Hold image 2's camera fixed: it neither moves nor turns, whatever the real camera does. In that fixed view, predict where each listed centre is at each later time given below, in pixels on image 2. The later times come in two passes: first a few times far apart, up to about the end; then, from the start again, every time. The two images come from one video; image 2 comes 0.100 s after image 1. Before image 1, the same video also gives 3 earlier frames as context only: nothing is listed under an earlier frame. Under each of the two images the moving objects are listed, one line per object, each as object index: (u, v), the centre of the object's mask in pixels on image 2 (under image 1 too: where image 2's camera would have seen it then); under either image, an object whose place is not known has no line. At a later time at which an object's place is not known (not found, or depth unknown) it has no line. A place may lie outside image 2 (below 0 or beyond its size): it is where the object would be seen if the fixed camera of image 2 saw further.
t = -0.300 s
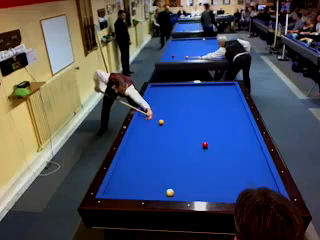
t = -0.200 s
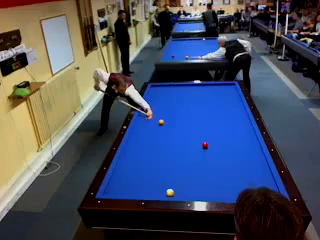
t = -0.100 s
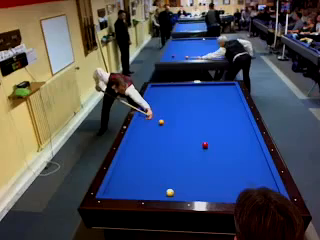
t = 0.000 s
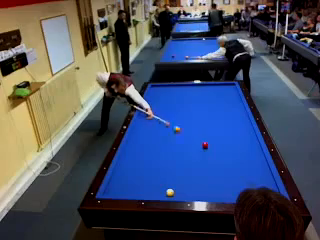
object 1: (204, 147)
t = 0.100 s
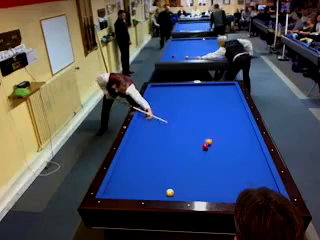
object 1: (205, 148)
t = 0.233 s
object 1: (207, 172)
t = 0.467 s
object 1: (211, 184)
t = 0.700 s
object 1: (211, 159)
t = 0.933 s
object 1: (212, 142)
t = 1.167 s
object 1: (212, 129)
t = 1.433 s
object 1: (212, 116)
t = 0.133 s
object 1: (205, 154)
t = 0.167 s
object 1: (206, 160)
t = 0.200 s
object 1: (207, 165)
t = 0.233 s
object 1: (207, 172)
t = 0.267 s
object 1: (208, 178)
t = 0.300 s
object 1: (208, 185)
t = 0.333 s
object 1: (209, 192)
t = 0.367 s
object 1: (211, 196)
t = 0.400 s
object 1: (211, 195)
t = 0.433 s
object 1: (211, 190)
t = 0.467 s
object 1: (211, 184)
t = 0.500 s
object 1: (211, 180)
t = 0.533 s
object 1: (211, 176)
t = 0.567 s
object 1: (211, 172)
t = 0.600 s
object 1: (211, 168)
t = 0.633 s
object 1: (211, 165)
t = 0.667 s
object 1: (211, 162)
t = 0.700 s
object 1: (211, 159)
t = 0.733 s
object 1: (211, 156)
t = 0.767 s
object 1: (211, 154)
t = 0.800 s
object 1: (211, 151)
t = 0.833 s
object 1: (211, 149)
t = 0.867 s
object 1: (211, 147)
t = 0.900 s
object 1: (211, 144)
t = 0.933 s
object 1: (212, 142)
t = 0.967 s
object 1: (212, 140)
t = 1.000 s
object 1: (212, 138)
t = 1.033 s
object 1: (212, 136)
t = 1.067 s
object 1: (212, 134)
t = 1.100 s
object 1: (212, 132)
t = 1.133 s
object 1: (212, 130)
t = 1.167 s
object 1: (212, 129)
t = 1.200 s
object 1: (212, 126)
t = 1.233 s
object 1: (212, 125)
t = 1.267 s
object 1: (212, 123)
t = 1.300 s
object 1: (212, 121)
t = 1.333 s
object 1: (212, 120)
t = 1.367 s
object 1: (212, 118)
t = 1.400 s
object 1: (212, 117)
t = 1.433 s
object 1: (212, 116)
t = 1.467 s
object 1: (212, 114)
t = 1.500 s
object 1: (212, 112)
